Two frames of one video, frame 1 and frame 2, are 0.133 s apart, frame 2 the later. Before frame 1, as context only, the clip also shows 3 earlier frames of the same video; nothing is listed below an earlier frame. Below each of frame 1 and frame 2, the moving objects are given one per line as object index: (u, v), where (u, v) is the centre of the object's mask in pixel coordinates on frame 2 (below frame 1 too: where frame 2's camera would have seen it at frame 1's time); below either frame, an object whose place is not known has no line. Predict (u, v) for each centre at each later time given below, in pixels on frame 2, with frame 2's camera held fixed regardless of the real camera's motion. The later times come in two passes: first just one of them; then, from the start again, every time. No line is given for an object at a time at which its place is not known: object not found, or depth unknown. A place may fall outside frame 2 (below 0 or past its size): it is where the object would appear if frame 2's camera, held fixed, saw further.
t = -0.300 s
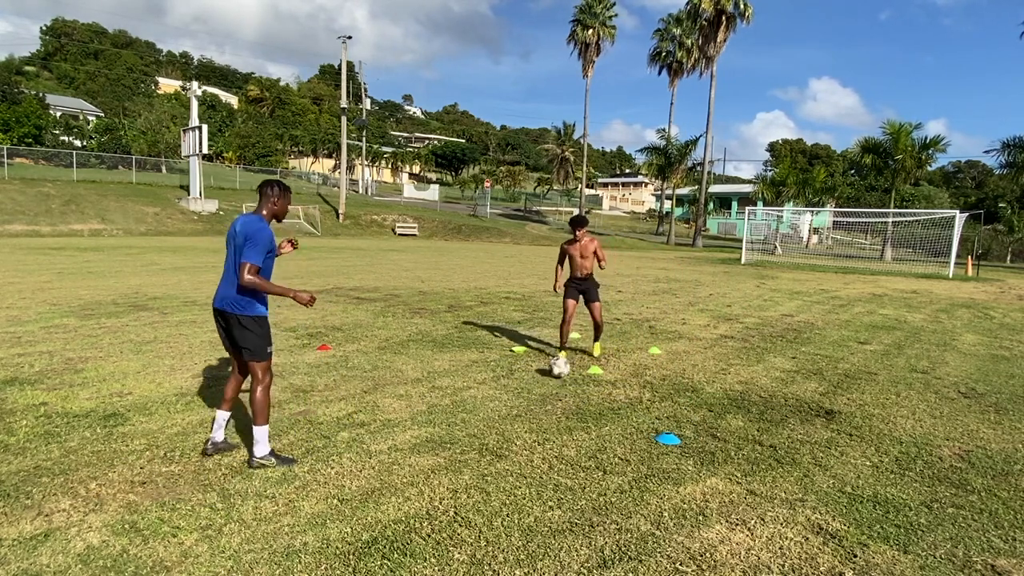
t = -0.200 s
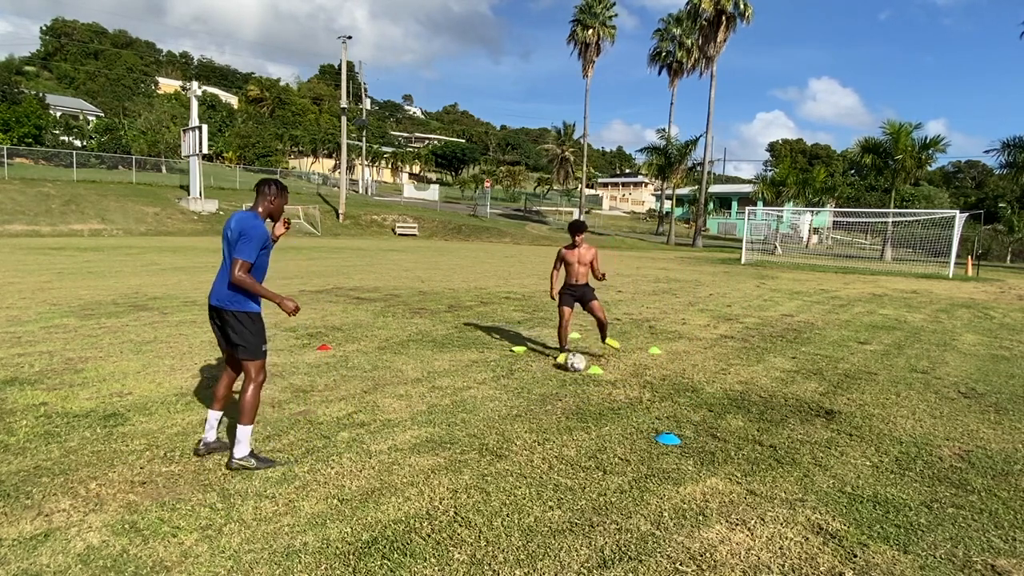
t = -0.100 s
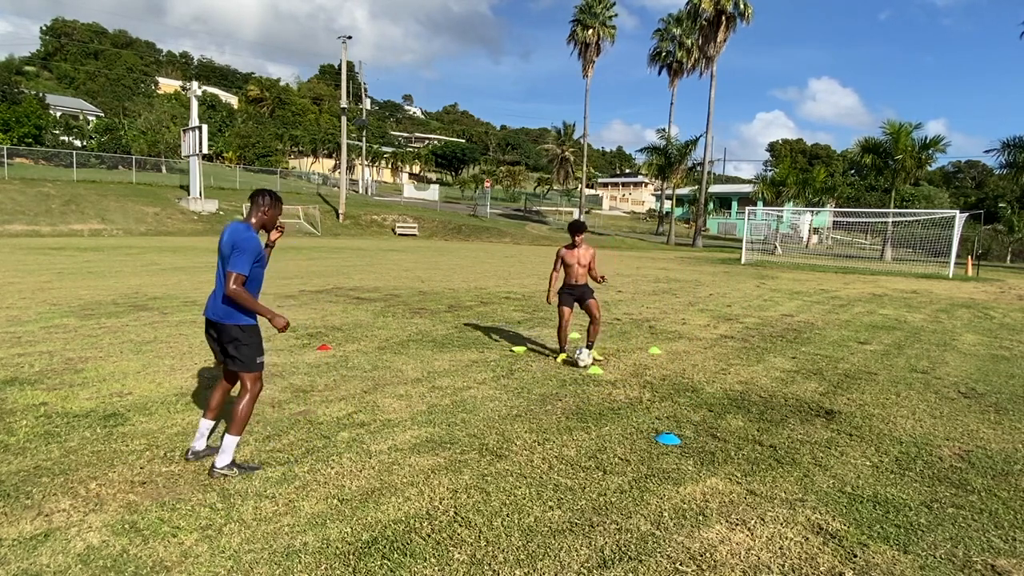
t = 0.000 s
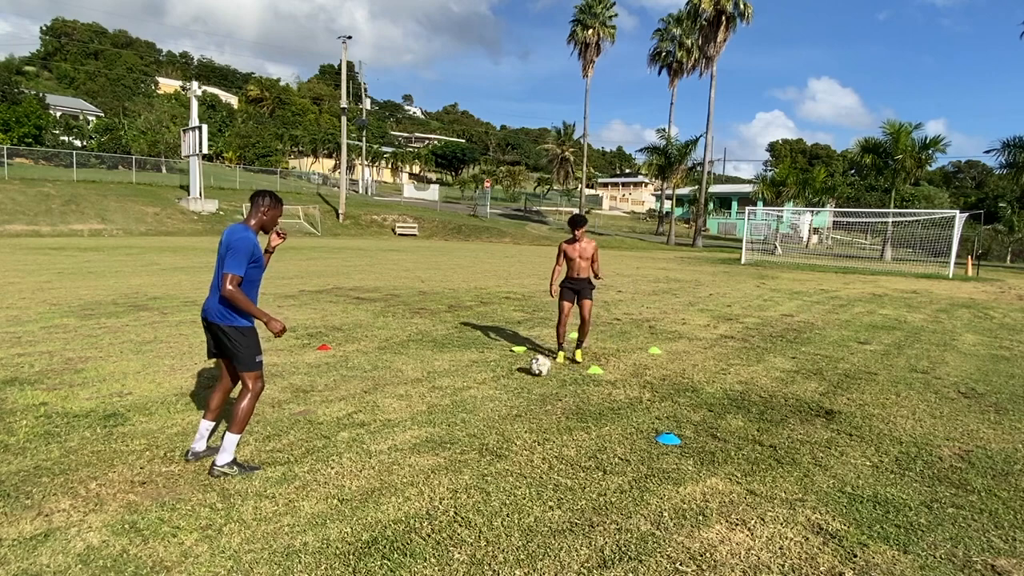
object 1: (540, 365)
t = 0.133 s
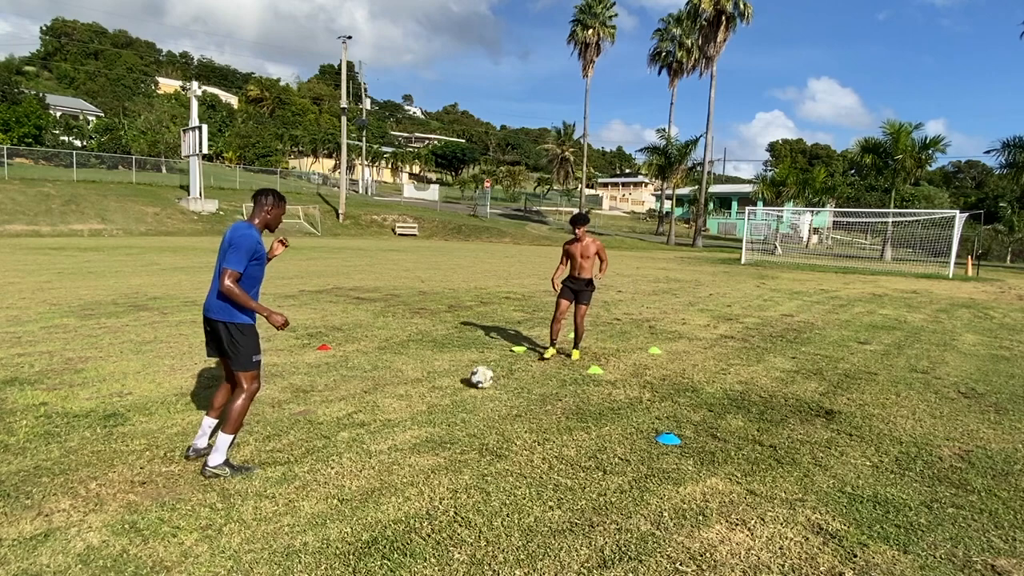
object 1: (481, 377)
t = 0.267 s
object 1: (425, 388)
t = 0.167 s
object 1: (468, 379)
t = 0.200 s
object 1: (453, 382)
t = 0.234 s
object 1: (439, 385)
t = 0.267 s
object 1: (425, 388)
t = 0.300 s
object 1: (411, 390)
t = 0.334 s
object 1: (396, 392)
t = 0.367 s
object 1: (383, 394)
